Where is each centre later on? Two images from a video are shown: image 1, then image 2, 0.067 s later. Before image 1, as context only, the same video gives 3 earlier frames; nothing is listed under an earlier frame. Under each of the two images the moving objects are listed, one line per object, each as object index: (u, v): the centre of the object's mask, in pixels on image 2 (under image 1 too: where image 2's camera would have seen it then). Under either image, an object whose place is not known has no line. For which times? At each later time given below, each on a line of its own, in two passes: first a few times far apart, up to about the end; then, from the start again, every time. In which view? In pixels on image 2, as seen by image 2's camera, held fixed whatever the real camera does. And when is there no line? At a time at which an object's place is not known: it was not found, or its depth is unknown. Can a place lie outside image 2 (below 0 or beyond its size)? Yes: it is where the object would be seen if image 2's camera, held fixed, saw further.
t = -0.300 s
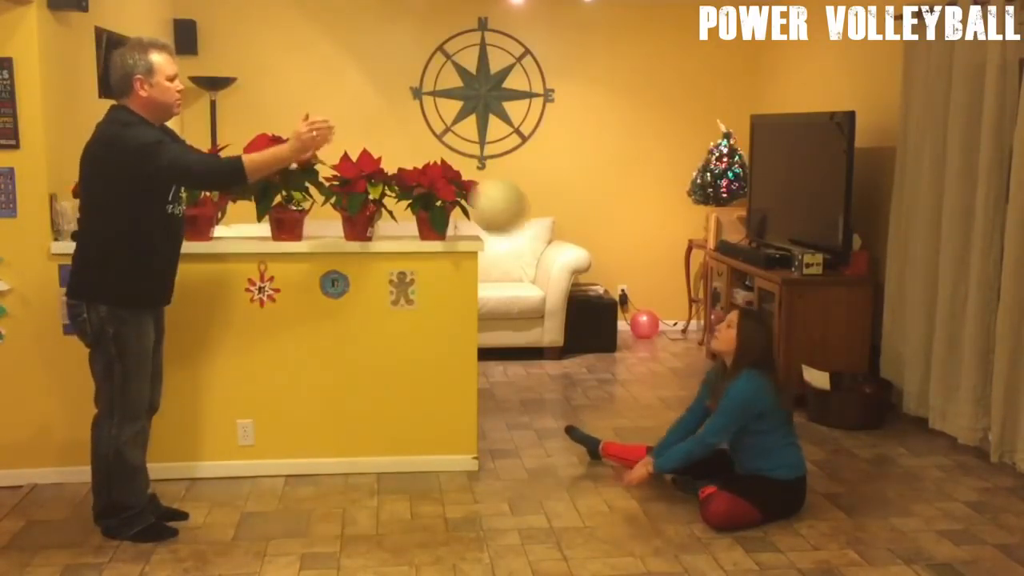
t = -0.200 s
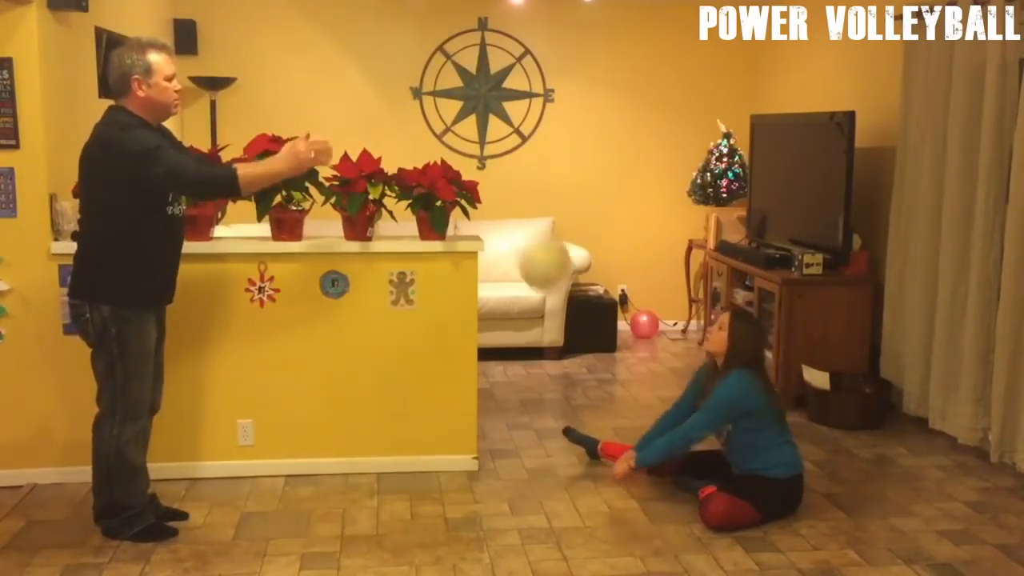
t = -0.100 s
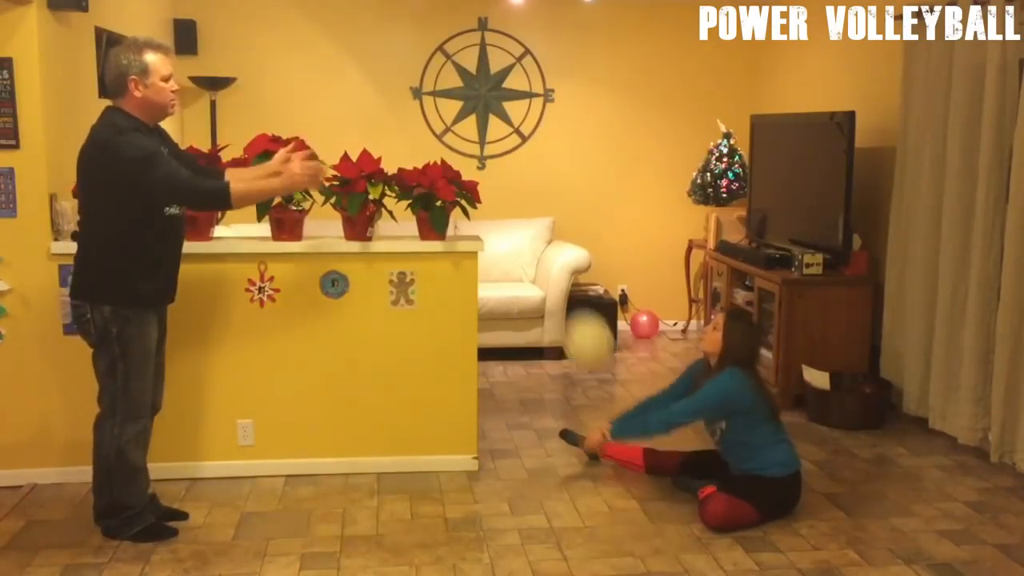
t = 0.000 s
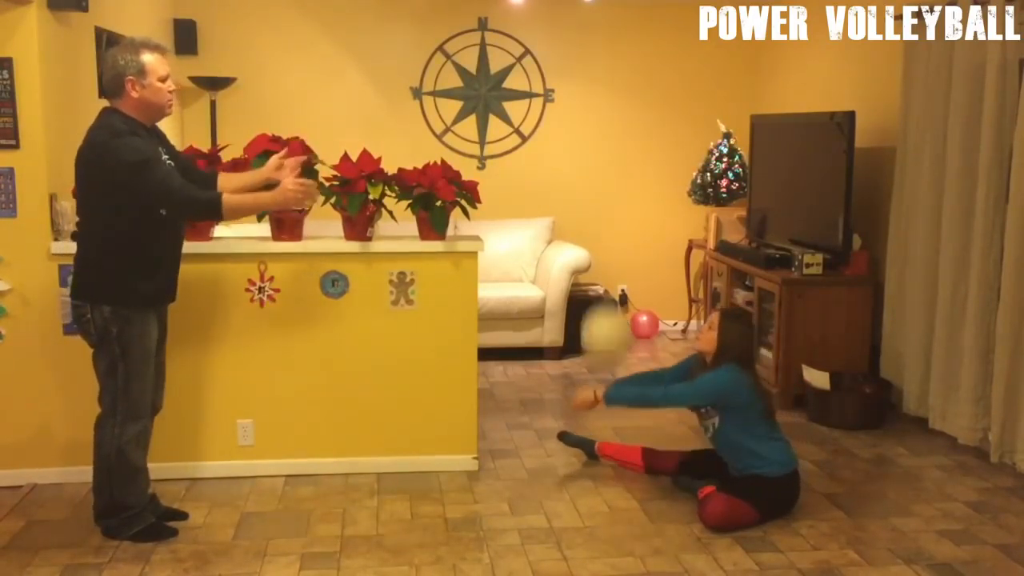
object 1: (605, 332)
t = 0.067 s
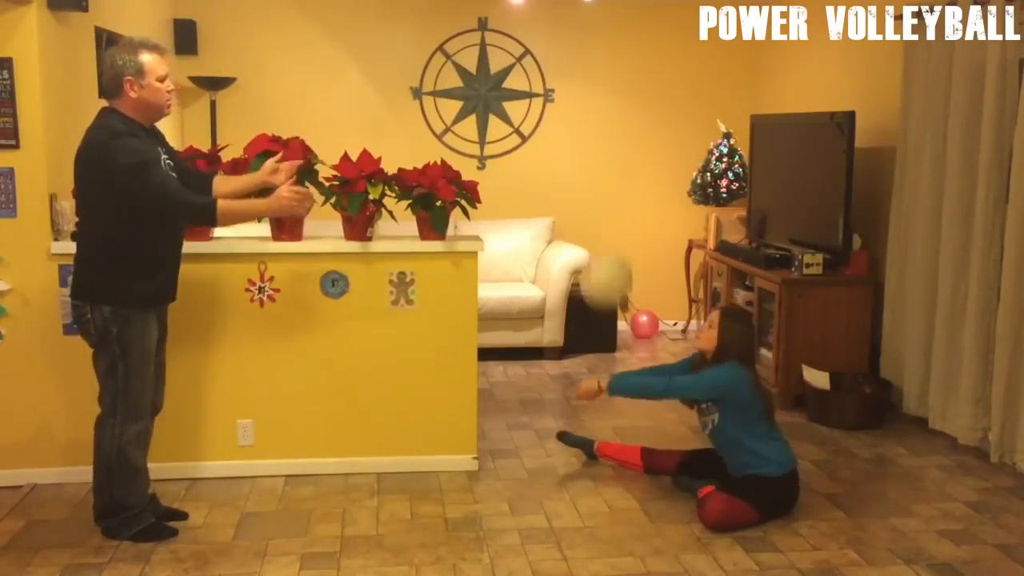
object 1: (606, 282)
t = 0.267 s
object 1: (603, 170)
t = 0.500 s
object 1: (594, 162)
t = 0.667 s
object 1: (588, 233)
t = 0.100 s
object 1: (608, 253)
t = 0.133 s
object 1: (606, 232)
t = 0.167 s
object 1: (605, 213)
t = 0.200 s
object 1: (604, 195)
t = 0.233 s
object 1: (603, 182)
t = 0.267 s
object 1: (603, 170)
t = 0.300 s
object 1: (602, 161)
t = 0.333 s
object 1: (600, 154)
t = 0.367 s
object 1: (599, 150)
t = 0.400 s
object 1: (598, 149)
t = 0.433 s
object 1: (597, 150)
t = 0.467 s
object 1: (595, 154)
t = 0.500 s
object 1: (594, 162)
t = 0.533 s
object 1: (592, 170)
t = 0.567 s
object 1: (591, 183)
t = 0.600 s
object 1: (590, 198)
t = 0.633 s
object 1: (589, 215)
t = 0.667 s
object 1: (588, 233)
